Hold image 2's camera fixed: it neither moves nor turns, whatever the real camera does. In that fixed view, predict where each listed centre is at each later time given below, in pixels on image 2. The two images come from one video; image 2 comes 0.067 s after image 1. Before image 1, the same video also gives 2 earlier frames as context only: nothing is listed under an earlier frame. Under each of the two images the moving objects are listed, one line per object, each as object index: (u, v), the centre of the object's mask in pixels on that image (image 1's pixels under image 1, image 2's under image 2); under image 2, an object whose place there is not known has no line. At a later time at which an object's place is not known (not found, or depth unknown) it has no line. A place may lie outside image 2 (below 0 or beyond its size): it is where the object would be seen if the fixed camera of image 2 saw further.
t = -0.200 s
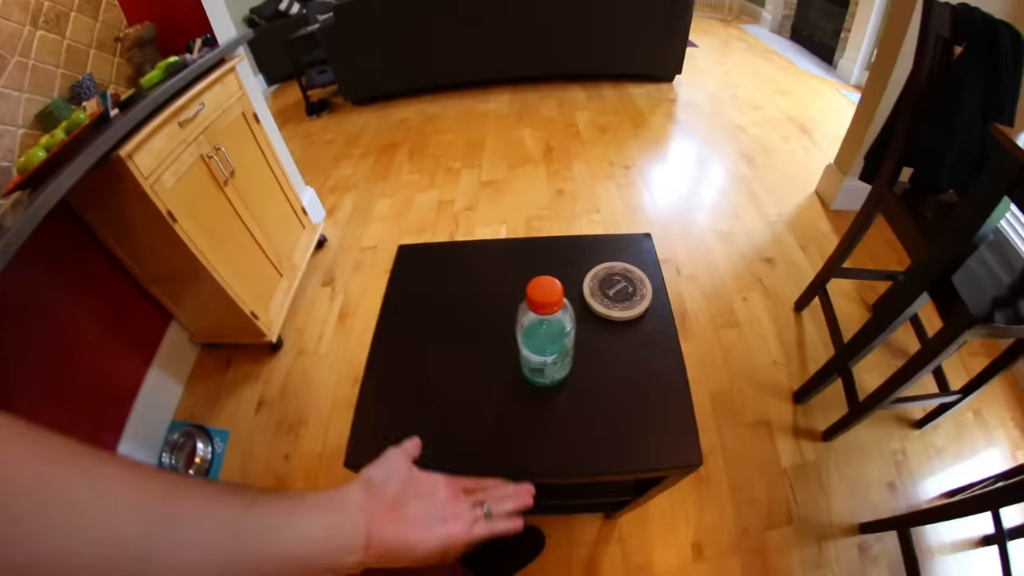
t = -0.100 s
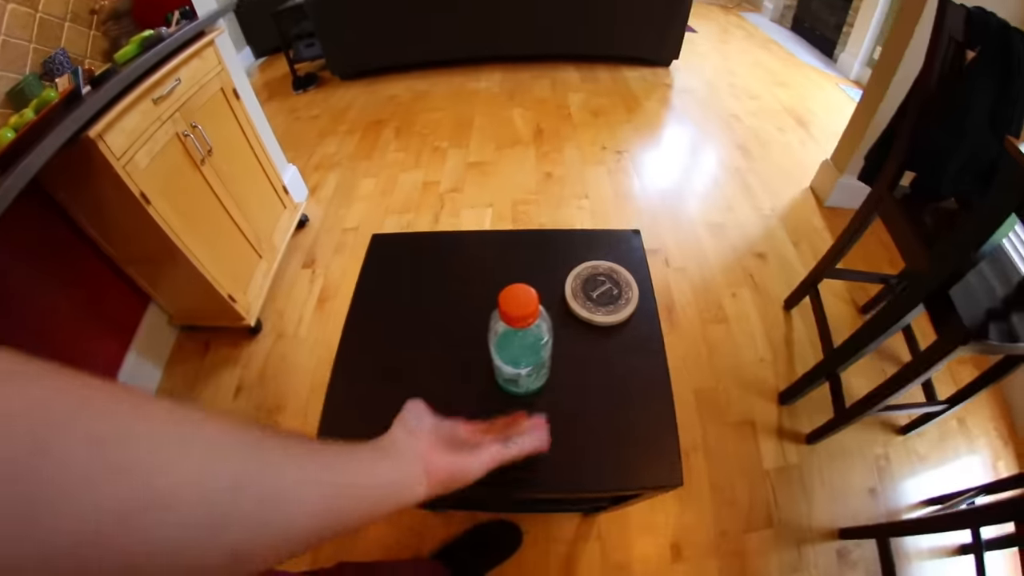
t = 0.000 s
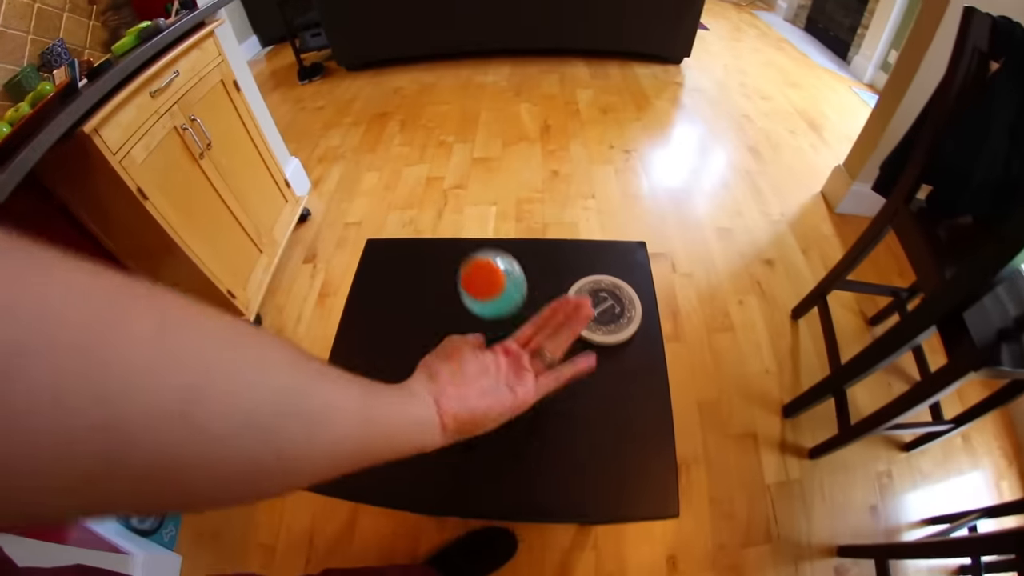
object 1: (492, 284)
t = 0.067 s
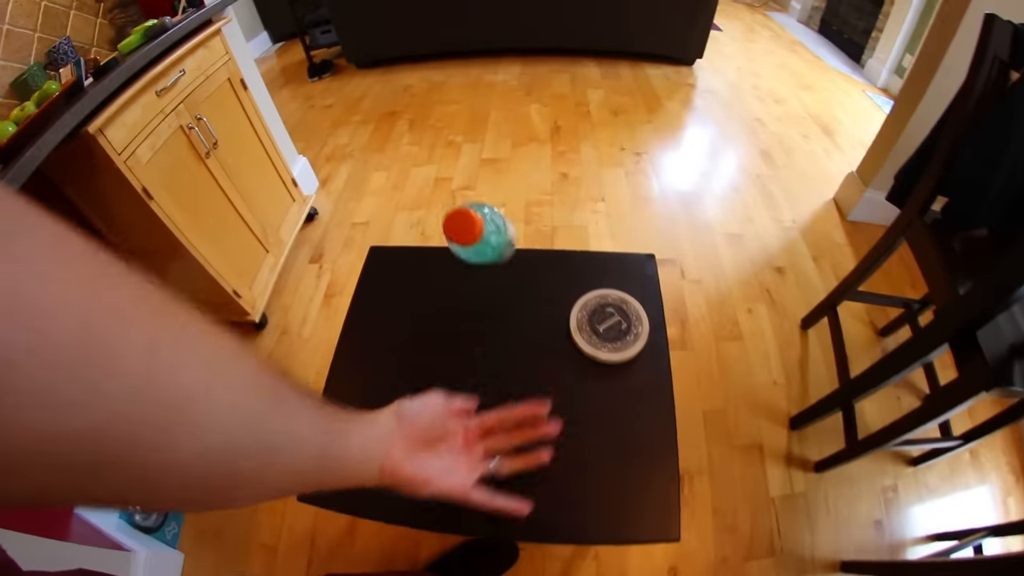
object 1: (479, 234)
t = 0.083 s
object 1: (475, 224)
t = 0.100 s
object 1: (472, 217)
